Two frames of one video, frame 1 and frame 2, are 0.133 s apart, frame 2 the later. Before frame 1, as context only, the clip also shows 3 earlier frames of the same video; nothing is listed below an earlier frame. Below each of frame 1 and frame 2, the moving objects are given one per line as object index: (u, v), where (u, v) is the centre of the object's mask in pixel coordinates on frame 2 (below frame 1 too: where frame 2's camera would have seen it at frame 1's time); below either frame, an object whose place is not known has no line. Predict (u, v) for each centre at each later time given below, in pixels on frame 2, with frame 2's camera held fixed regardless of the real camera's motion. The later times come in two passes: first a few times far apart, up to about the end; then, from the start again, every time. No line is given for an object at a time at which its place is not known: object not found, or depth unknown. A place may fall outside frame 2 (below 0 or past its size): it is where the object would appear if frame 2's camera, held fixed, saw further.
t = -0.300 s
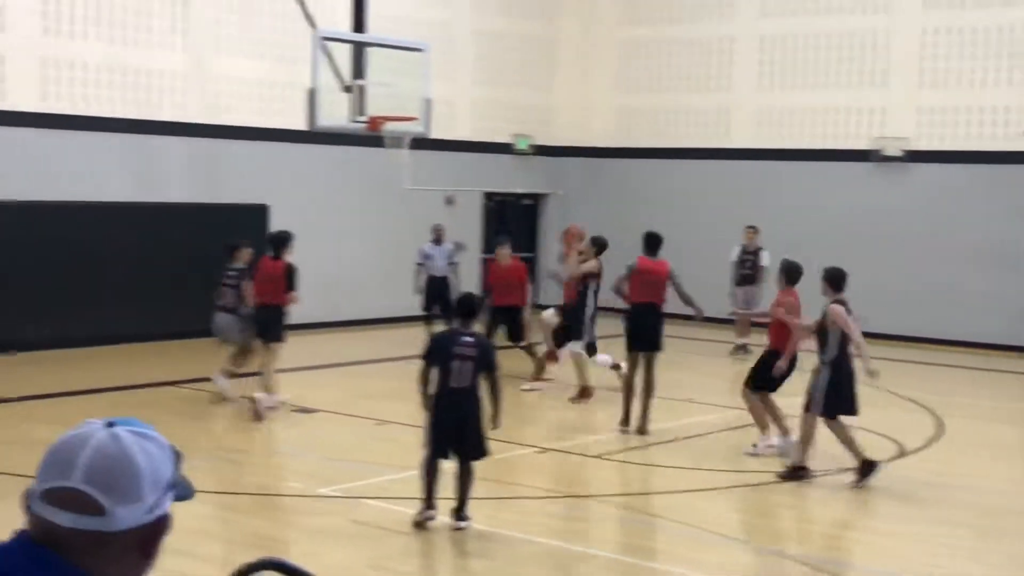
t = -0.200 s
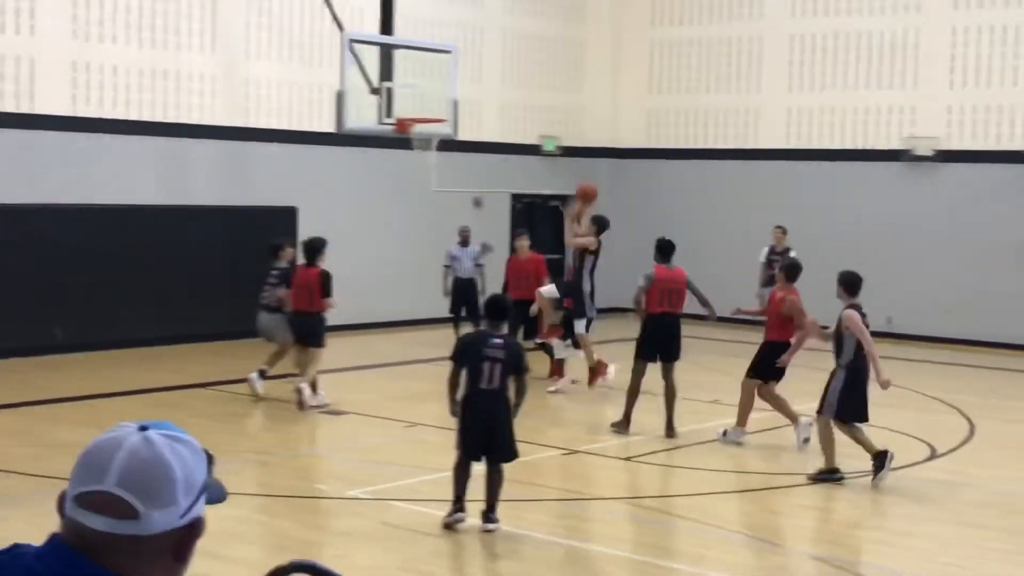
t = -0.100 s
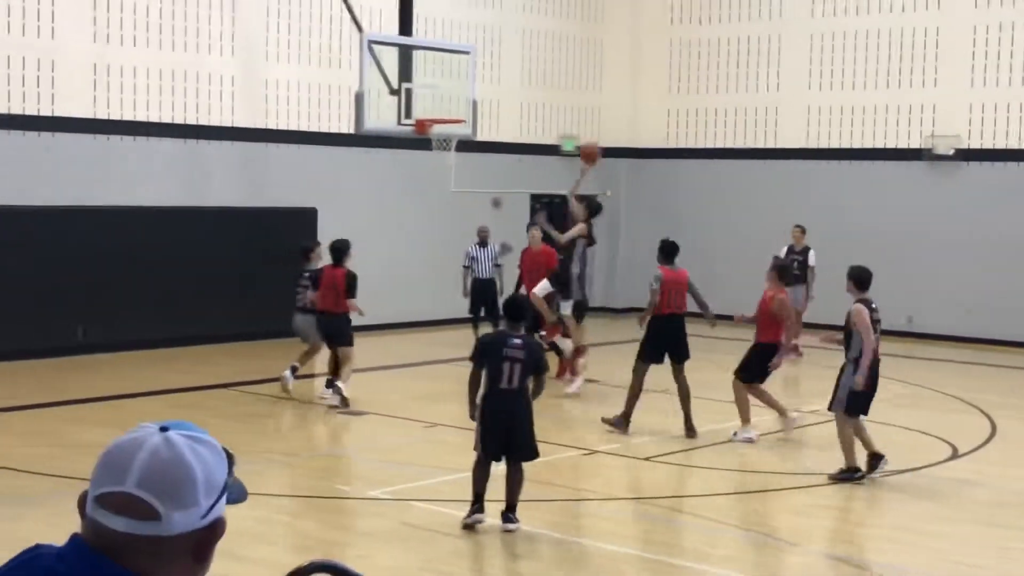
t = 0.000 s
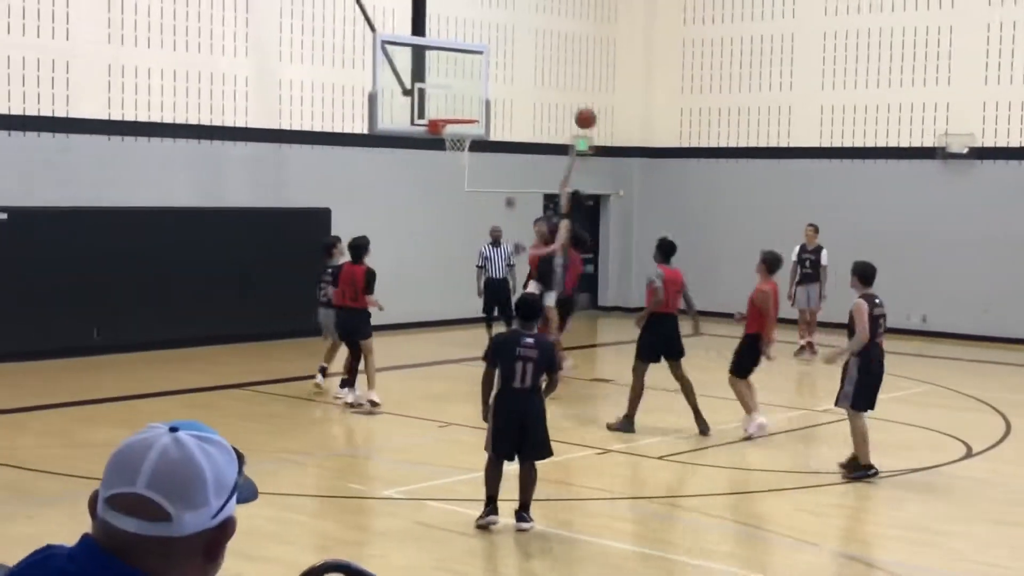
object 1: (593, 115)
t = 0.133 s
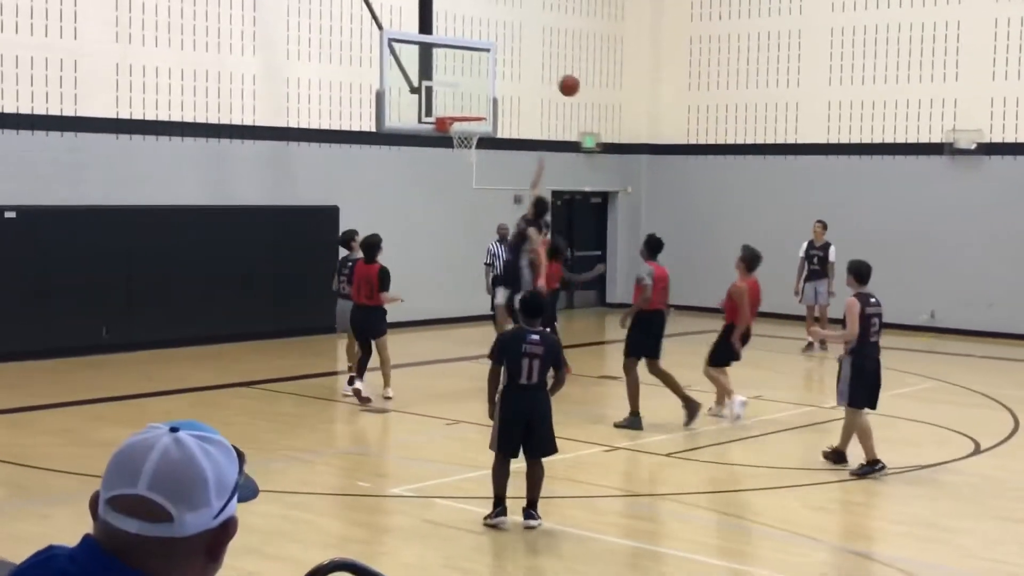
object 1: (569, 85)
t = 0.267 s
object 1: (545, 72)
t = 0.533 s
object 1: (498, 91)
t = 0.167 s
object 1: (563, 80)
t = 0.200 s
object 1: (557, 76)
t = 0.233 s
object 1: (551, 73)
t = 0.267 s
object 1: (545, 72)
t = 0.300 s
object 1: (539, 71)
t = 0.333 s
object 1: (533, 71)
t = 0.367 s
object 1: (527, 71)
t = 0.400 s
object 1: (521, 73)
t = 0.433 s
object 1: (516, 76)
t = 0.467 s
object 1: (510, 80)
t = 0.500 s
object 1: (504, 85)
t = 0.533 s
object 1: (498, 91)
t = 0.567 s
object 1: (493, 97)
